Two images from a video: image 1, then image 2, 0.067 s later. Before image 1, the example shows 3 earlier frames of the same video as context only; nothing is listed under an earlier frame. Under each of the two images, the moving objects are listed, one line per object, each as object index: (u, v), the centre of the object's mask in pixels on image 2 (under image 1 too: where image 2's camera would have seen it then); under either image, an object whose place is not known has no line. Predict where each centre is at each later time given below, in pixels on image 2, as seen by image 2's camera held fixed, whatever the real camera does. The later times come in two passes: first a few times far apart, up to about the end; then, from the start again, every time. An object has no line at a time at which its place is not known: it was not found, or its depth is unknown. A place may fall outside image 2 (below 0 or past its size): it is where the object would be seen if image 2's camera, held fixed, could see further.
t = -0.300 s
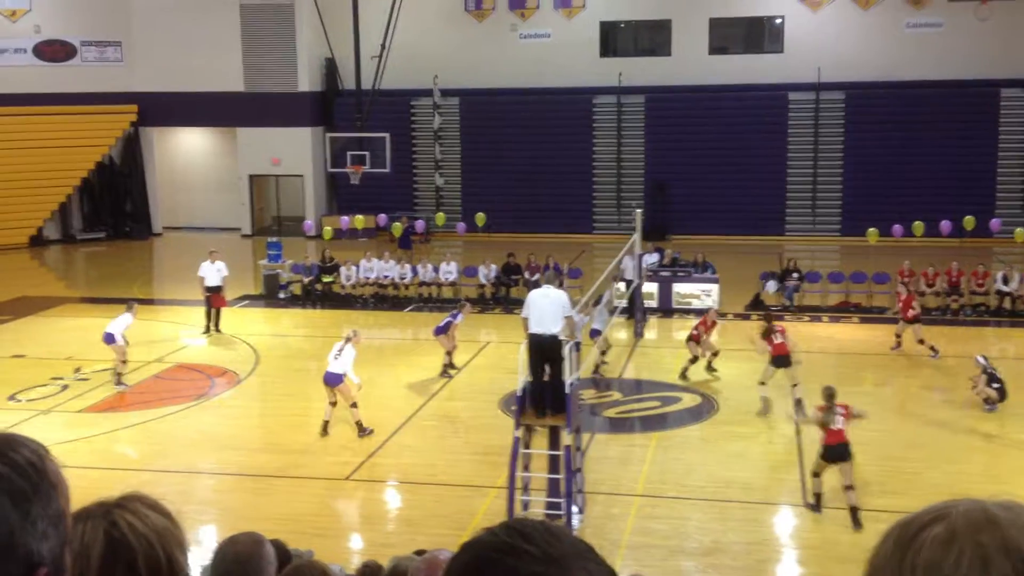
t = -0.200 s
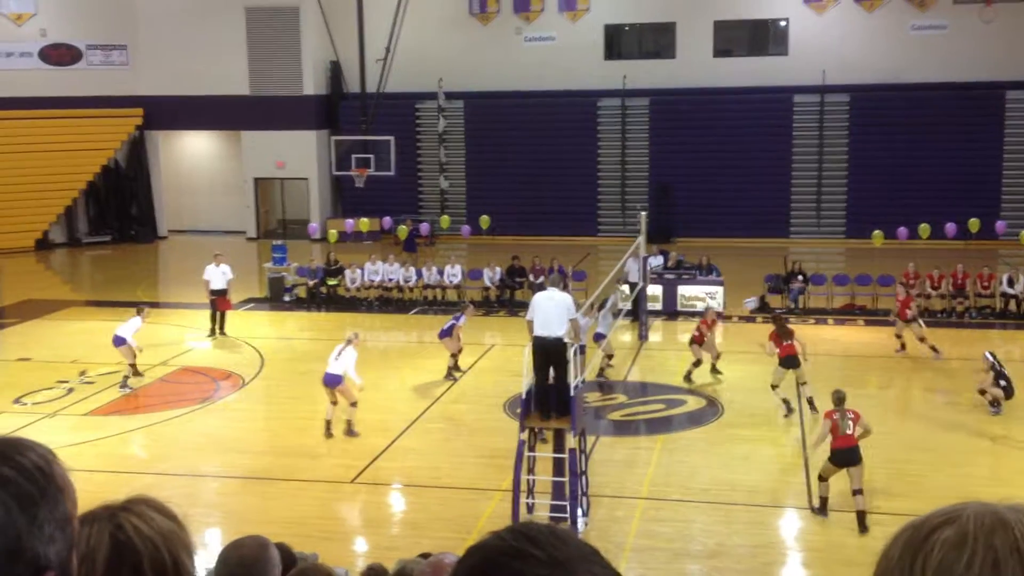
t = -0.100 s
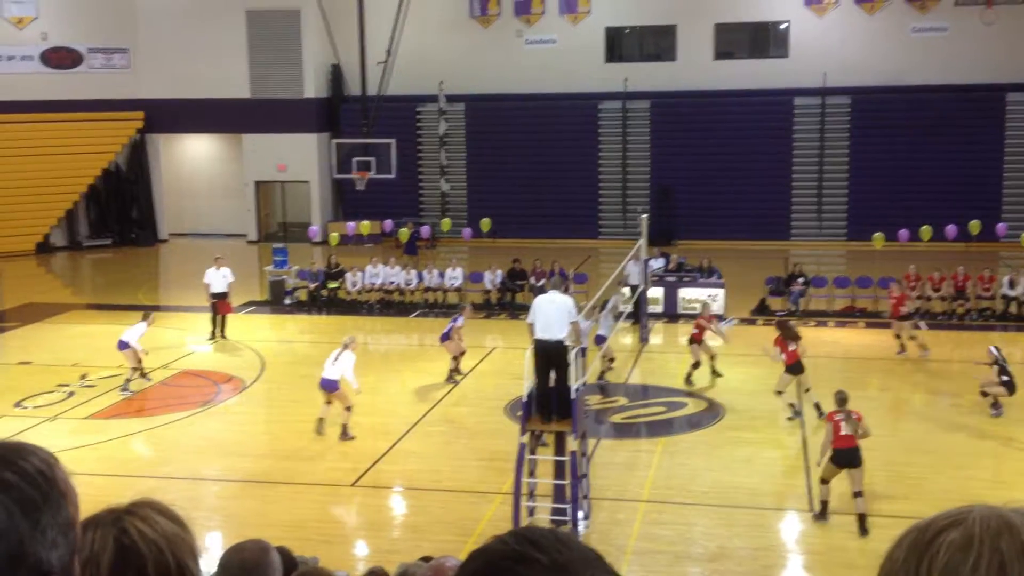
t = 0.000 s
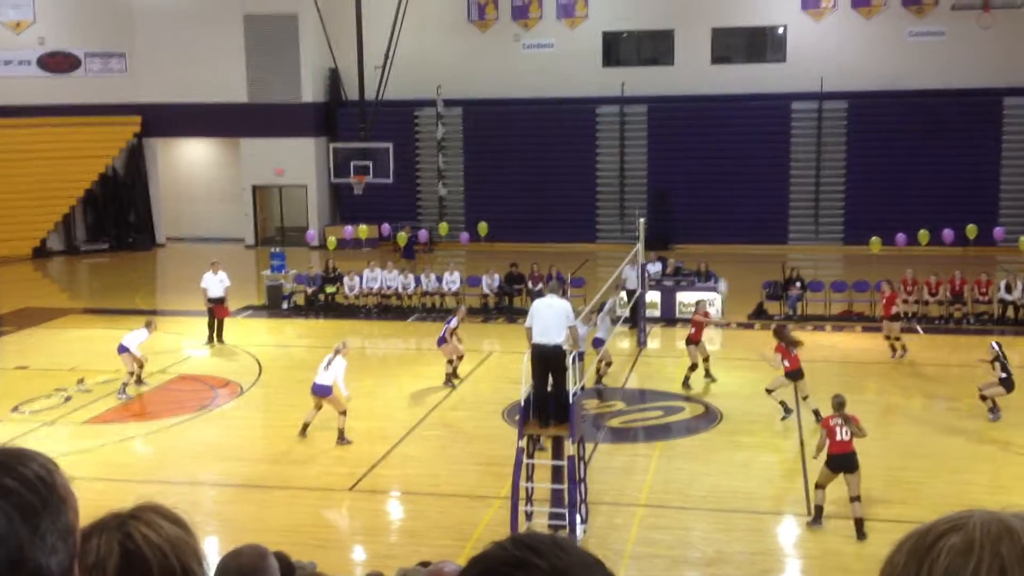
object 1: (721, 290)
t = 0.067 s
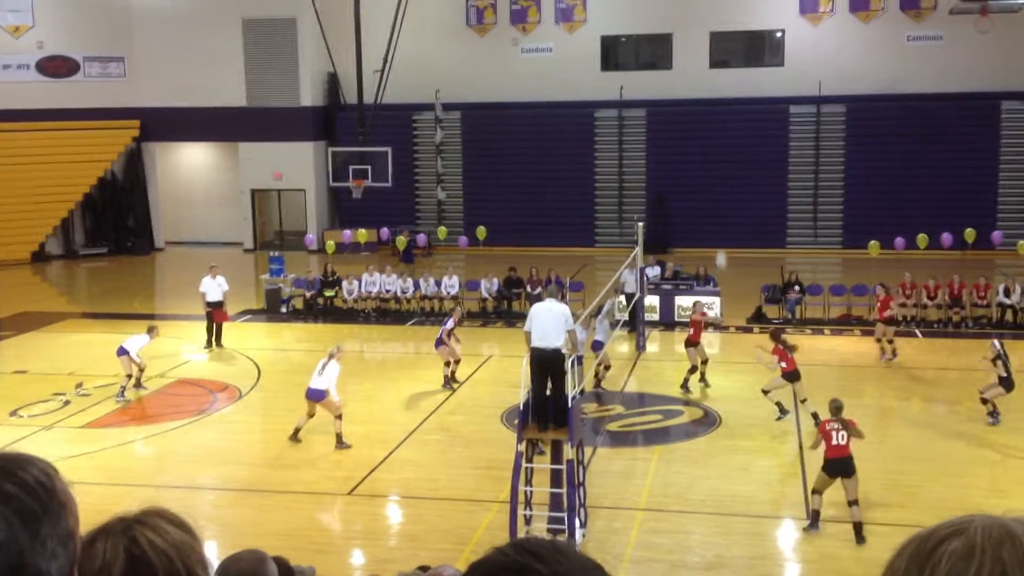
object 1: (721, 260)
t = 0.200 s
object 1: (722, 205)
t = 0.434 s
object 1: (721, 132)
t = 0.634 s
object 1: (720, 95)
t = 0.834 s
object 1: (720, 80)
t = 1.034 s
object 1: (718, 88)
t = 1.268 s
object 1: (715, 133)
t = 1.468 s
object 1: (714, 196)
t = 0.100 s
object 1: (721, 244)
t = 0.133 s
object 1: (722, 232)
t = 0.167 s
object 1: (721, 219)
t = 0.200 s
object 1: (722, 205)
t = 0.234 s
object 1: (721, 194)
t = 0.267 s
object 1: (722, 182)
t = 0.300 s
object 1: (721, 171)
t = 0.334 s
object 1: (721, 161)
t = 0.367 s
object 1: (721, 151)
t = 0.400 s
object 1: (721, 141)
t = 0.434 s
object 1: (721, 132)
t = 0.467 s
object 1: (722, 124)
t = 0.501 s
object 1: (721, 117)
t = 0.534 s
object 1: (721, 110)
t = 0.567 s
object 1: (721, 105)
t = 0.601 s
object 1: (721, 100)
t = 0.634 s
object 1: (720, 95)
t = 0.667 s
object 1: (720, 90)
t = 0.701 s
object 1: (720, 85)
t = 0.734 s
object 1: (721, 83)
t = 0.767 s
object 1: (721, 81)
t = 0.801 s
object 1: (720, 81)
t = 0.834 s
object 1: (720, 80)
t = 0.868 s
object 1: (720, 80)
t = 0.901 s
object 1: (719, 80)
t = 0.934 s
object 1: (719, 81)
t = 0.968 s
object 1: (718, 83)
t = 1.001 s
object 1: (718, 85)
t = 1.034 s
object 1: (718, 88)
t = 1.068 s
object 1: (718, 93)
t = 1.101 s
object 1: (717, 98)
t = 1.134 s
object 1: (717, 104)
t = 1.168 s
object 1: (716, 110)
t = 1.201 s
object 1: (715, 117)
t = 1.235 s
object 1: (715, 124)
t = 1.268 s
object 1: (715, 133)
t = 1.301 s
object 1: (715, 142)
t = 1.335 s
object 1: (714, 151)
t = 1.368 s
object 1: (714, 162)
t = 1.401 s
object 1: (714, 172)
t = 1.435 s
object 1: (714, 184)
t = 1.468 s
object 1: (714, 196)
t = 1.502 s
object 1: (714, 209)
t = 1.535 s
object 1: (714, 222)
